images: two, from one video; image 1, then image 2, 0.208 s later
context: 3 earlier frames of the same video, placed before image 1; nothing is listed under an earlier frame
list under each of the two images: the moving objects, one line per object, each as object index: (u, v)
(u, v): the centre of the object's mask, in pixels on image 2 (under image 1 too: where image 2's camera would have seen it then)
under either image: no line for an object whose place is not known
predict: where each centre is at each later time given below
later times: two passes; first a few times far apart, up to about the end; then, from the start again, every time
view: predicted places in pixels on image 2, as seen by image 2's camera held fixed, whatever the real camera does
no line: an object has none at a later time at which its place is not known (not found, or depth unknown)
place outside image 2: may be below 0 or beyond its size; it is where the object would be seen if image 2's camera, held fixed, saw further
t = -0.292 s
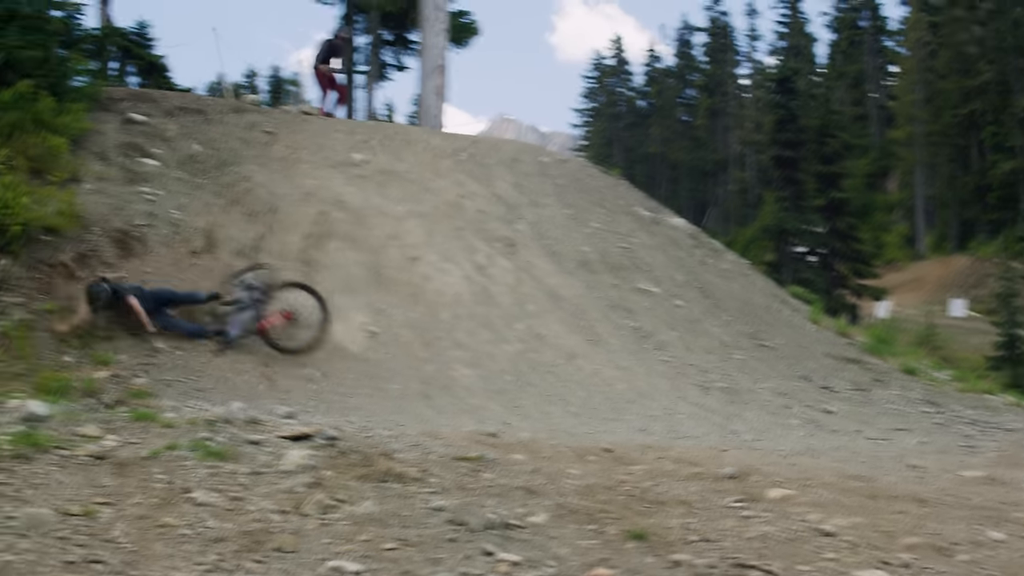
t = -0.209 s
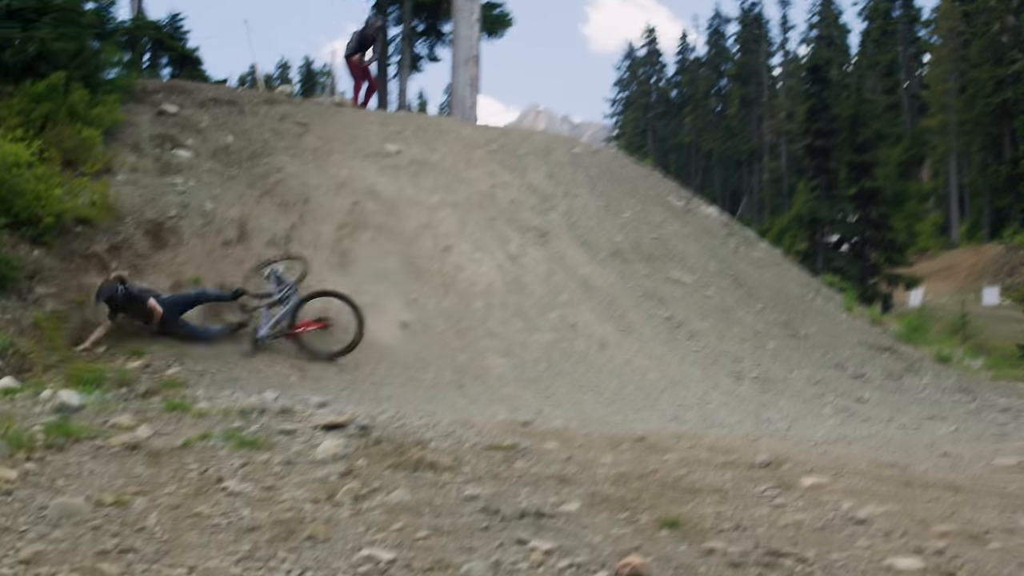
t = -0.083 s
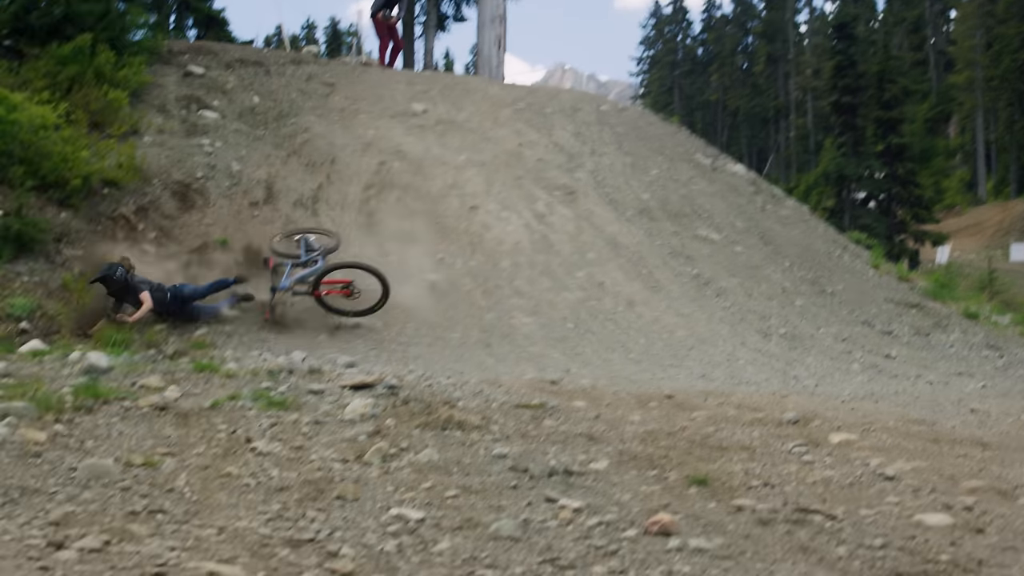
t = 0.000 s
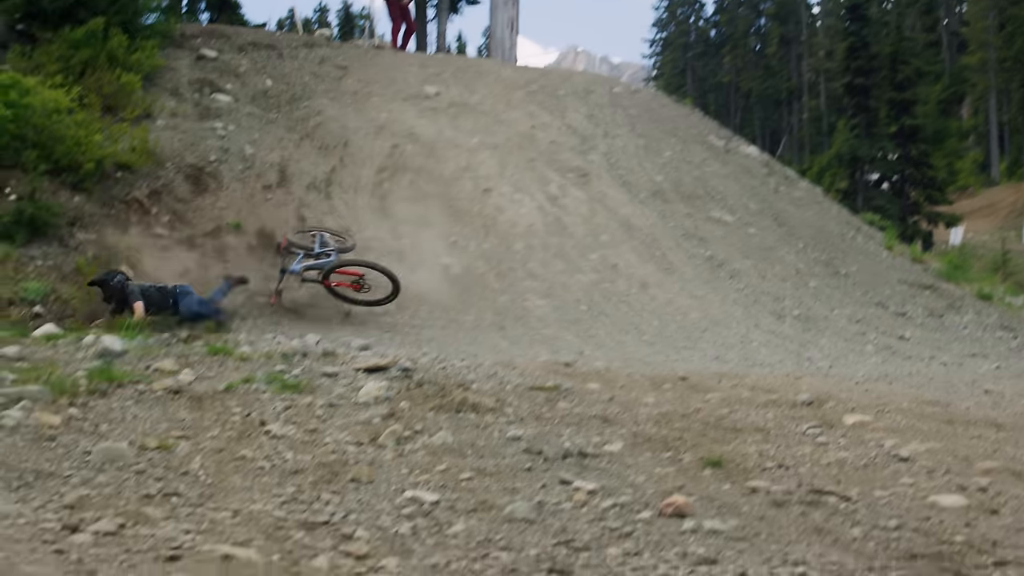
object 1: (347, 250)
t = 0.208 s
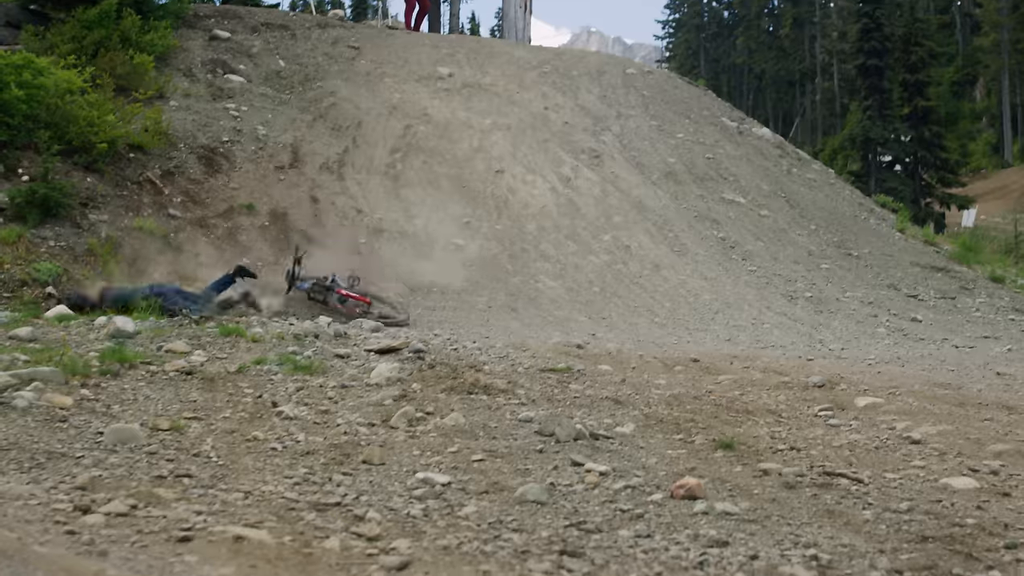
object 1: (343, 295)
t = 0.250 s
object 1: (347, 294)
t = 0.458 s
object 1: (335, 274)
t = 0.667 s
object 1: (316, 280)
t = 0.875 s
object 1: (301, 292)
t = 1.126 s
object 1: (300, 296)
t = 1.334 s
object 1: (304, 295)
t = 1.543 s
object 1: (305, 295)
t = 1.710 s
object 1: (305, 295)
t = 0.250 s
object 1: (347, 294)
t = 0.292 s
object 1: (347, 288)
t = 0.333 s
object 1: (345, 282)
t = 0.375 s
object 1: (340, 279)
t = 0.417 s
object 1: (339, 276)
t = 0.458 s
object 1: (335, 274)
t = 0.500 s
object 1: (330, 276)
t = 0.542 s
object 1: (325, 279)
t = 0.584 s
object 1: (323, 281)
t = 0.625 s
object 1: (317, 284)
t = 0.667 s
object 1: (316, 280)
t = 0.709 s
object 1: (315, 281)
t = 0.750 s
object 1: (313, 283)
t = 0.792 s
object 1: (306, 286)
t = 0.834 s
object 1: (303, 290)
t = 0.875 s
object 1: (301, 292)
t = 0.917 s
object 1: (300, 294)
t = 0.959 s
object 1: (300, 295)
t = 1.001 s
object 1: (295, 293)
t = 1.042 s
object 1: (296, 294)
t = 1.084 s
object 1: (299, 296)
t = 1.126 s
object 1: (300, 296)
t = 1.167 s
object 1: (303, 296)
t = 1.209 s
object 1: (302, 295)
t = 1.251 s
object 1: (304, 295)
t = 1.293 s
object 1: (305, 295)
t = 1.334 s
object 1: (304, 295)
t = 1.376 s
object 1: (305, 296)
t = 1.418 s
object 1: (305, 295)
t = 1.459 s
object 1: (305, 295)
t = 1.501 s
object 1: (305, 295)
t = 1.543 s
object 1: (305, 295)
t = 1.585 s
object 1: (305, 296)
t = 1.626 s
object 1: (305, 296)
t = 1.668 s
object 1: (305, 296)
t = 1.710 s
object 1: (305, 295)
